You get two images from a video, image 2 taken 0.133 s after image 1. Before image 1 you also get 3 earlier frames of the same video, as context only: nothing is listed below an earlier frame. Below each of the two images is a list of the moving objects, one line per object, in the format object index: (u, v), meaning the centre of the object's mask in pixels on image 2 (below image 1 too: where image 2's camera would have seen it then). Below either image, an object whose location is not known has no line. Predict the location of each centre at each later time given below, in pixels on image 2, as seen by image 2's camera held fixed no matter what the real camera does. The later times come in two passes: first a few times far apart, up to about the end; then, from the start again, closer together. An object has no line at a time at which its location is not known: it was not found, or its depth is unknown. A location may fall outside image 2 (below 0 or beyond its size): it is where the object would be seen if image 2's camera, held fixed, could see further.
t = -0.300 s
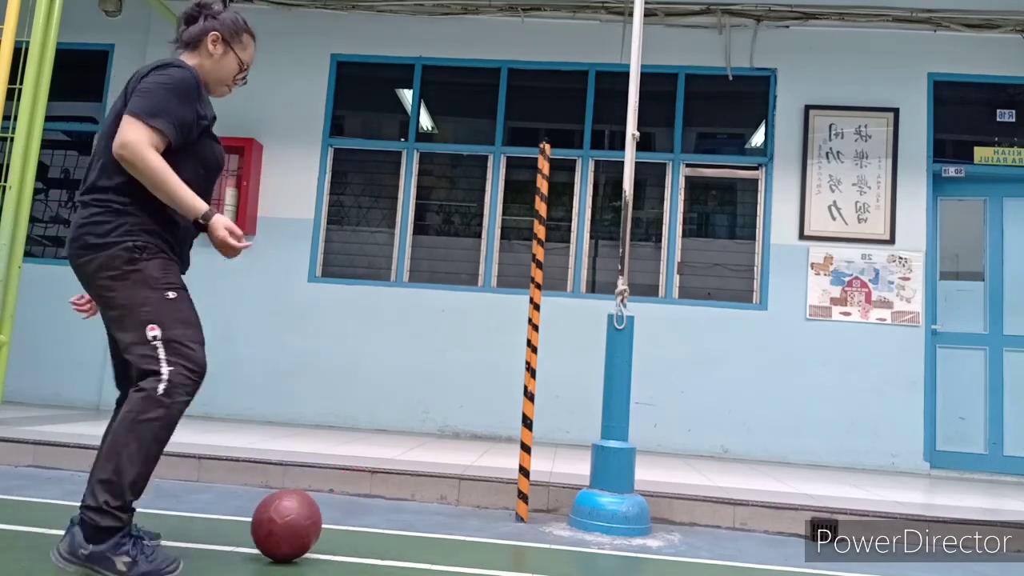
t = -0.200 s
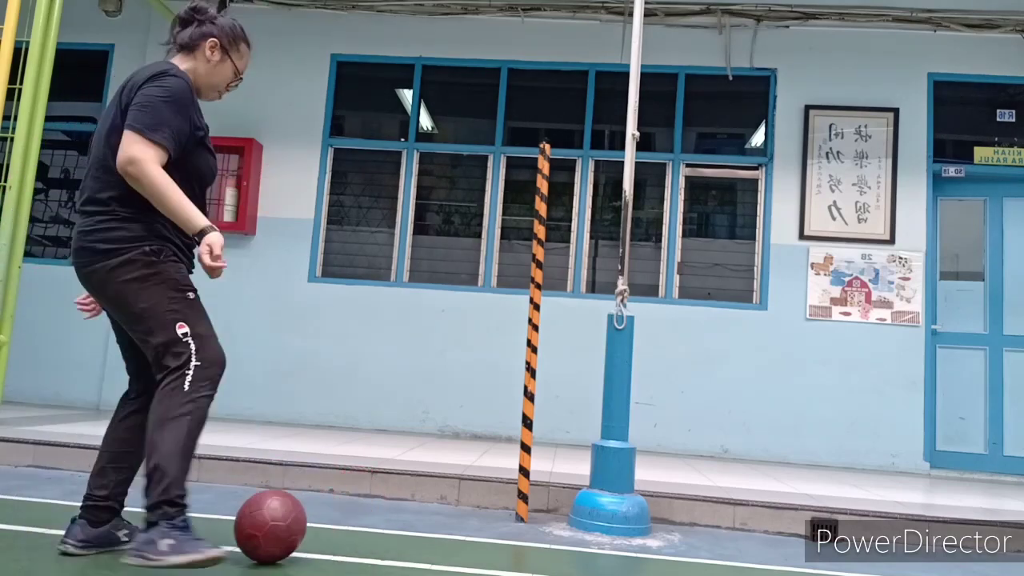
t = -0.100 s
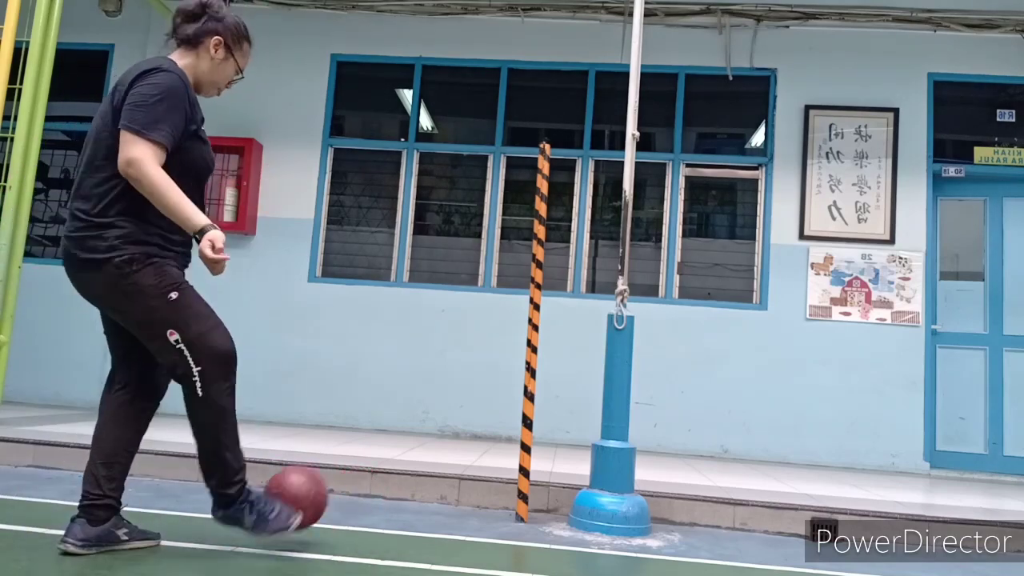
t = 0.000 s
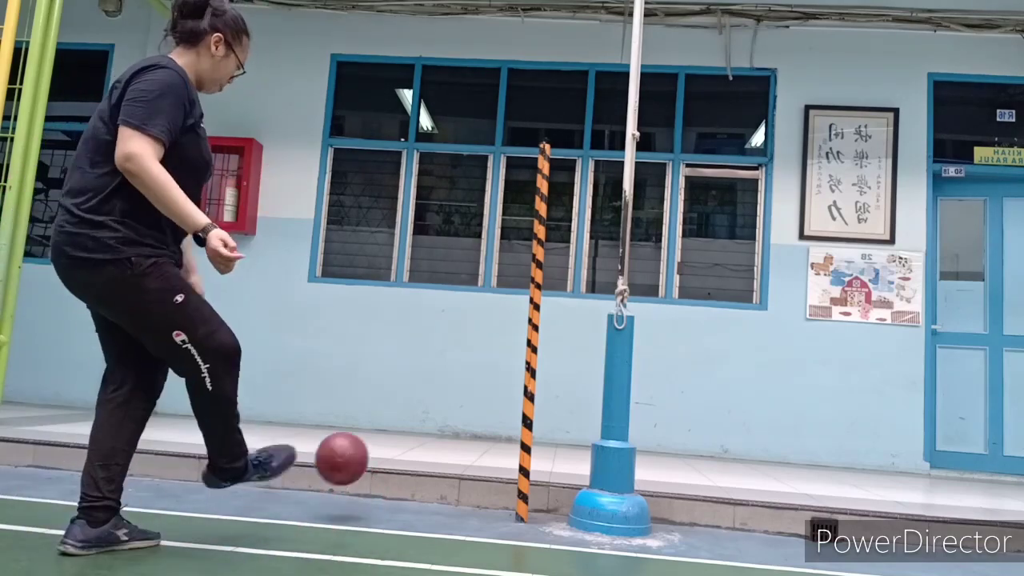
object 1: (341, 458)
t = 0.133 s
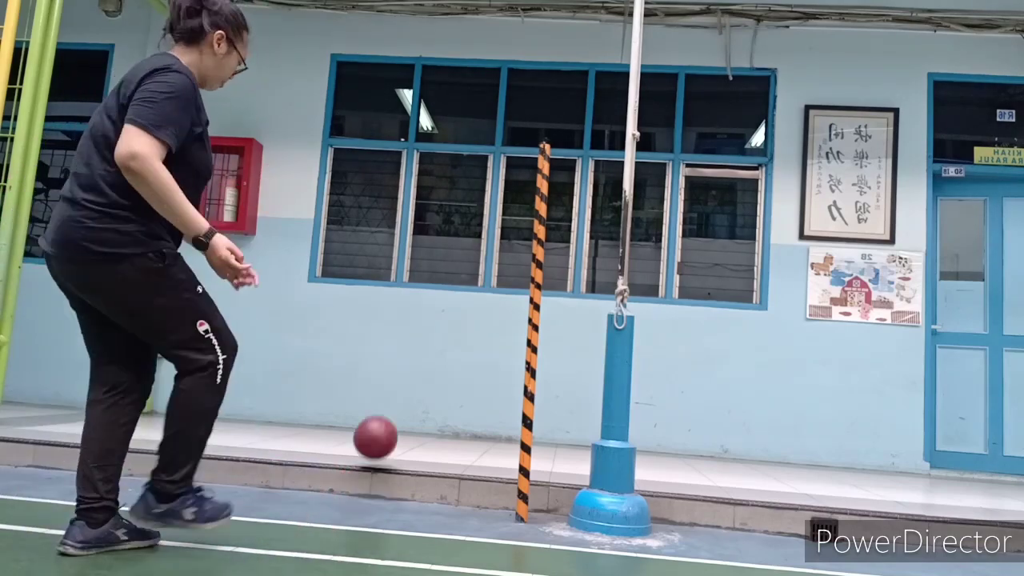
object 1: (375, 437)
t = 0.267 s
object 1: (383, 374)
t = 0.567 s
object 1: (388, 375)
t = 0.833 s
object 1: (391, 410)
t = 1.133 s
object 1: (400, 422)
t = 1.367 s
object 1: (407, 424)
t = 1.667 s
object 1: (416, 421)
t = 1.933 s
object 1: (420, 419)
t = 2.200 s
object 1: (418, 420)
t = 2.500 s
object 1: (417, 421)
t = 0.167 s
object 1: (378, 418)
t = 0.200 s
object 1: (380, 400)
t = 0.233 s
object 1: (382, 386)
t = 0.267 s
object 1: (383, 374)
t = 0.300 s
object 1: (385, 365)
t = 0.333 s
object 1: (386, 358)
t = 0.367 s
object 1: (387, 354)
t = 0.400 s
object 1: (387, 351)
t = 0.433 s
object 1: (388, 352)
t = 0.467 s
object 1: (388, 354)
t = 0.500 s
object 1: (388, 359)
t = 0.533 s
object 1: (388, 366)
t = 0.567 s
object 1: (388, 375)
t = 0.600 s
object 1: (387, 386)
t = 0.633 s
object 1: (386, 399)
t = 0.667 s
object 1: (385, 413)
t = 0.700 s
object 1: (384, 431)
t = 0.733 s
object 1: (385, 429)
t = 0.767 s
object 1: (388, 421)
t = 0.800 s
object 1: (390, 414)
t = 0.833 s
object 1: (391, 410)
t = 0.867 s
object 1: (393, 408)
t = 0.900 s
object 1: (394, 408)
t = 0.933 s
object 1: (395, 409)
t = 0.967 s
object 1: (396, 413)
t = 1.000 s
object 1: (397, 419)
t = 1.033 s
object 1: (397, 427)
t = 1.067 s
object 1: (399, 425)
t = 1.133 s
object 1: (400, 422)
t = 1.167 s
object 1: (401, 421)
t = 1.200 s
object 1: (402, 421)
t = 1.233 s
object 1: (403, 424)
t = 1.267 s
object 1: (404, 425)
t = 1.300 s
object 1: (405, 423)
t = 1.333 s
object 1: (406, 424)
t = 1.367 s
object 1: (407, 424)
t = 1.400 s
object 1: (408, 423)
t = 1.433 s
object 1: (409, 424)
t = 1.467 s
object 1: (410, 423)
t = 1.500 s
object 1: (411, 423)
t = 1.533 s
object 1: (412, 423)
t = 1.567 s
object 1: (413, 422)
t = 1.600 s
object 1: (414, 422)
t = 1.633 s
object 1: (415, 422)
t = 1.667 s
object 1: (416, 421)
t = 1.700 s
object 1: (417, 421)
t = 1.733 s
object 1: (418, 421)
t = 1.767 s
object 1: (419, 420)
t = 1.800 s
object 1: (420, 420)
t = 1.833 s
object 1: (421, 420)
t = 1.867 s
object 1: (421, 419)
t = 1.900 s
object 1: (421, 418)
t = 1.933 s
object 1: (420, 419)
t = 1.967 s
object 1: (419, 420)
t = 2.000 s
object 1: (419, 420)
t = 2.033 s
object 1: (419, 420)
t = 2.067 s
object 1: (418, 420)
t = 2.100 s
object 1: (418, 420)
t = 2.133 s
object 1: (418, 420)
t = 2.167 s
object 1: (418, 420)
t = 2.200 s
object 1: (418, 420)
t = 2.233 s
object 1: (417, 420)
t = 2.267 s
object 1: (417, 420)
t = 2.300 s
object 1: (417, 421)
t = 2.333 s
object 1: (417, 421)
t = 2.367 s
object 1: (417, 421)
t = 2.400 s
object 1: (417, 421)
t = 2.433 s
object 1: (417, 421)
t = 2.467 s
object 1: (417, 421)
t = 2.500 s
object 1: (417, 421)
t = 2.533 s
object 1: (417, 421)
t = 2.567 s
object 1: (417, 422)
